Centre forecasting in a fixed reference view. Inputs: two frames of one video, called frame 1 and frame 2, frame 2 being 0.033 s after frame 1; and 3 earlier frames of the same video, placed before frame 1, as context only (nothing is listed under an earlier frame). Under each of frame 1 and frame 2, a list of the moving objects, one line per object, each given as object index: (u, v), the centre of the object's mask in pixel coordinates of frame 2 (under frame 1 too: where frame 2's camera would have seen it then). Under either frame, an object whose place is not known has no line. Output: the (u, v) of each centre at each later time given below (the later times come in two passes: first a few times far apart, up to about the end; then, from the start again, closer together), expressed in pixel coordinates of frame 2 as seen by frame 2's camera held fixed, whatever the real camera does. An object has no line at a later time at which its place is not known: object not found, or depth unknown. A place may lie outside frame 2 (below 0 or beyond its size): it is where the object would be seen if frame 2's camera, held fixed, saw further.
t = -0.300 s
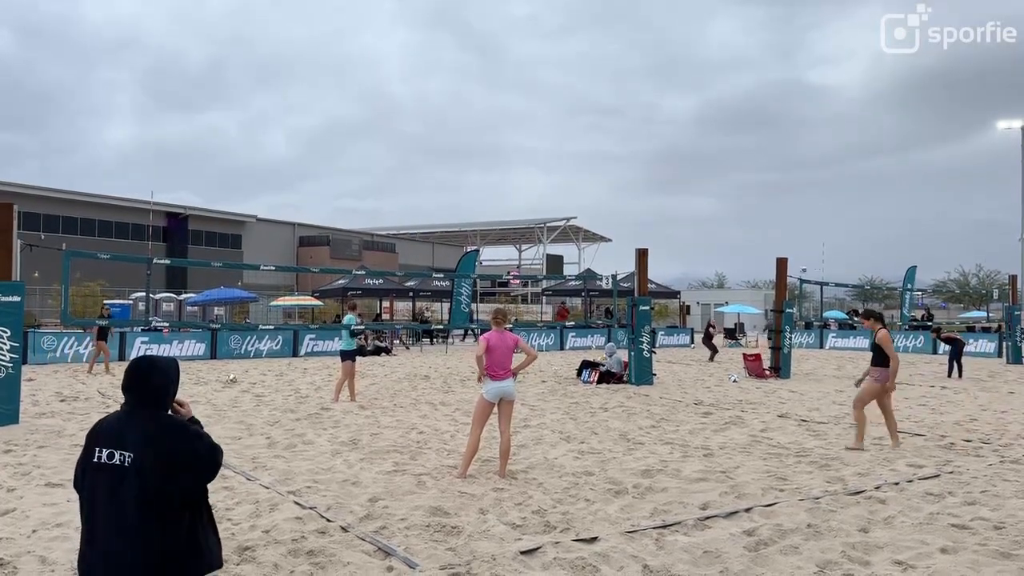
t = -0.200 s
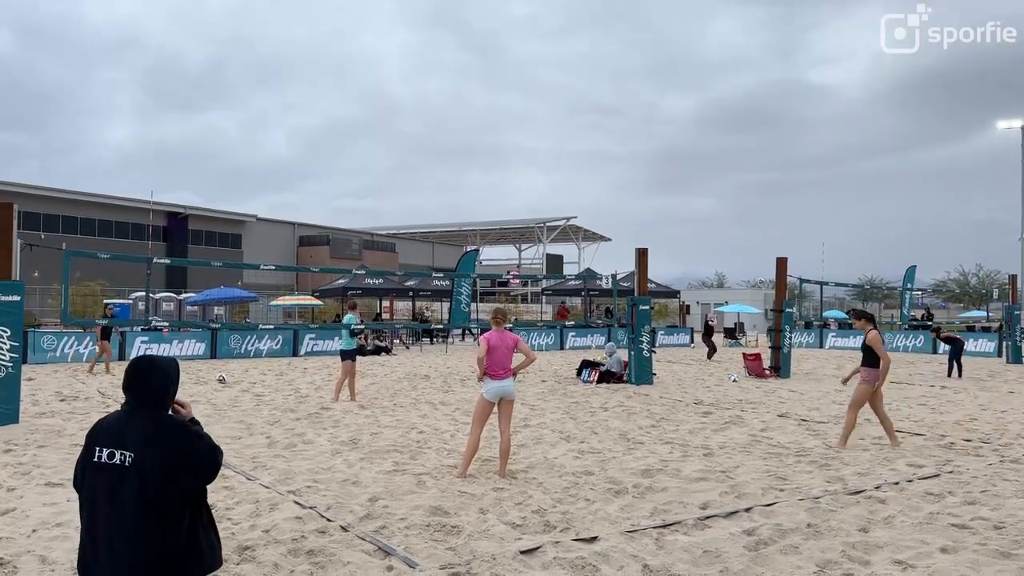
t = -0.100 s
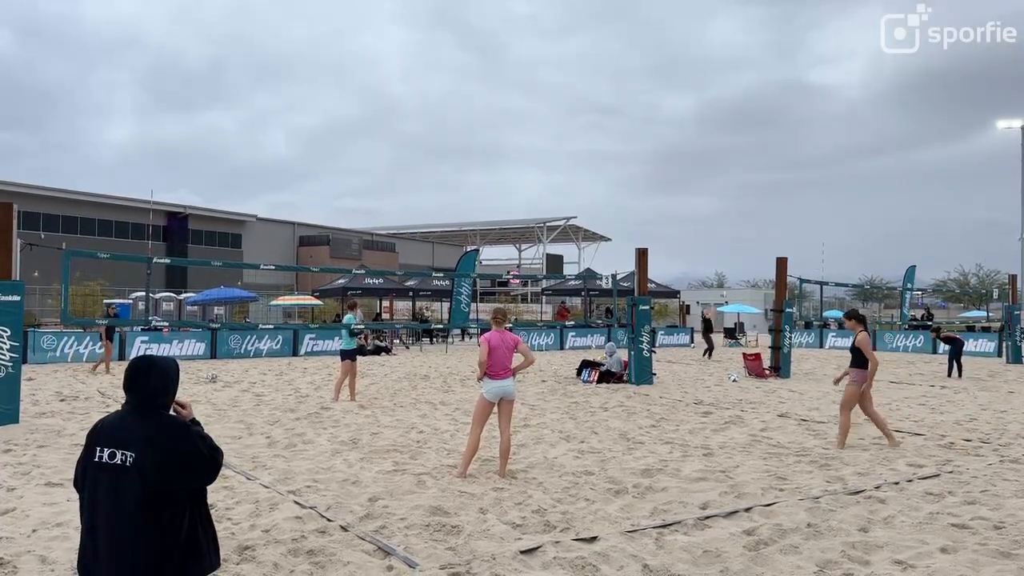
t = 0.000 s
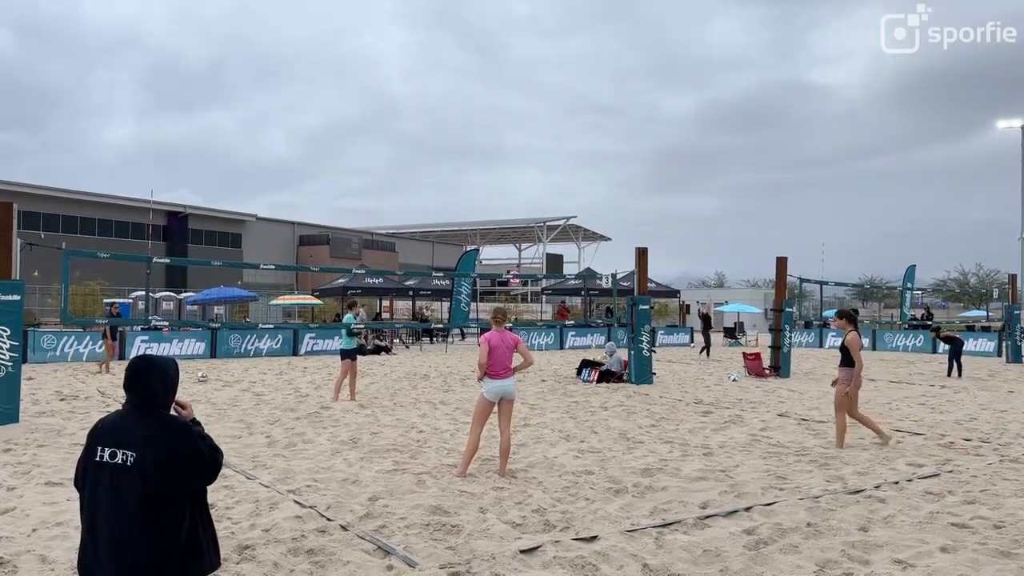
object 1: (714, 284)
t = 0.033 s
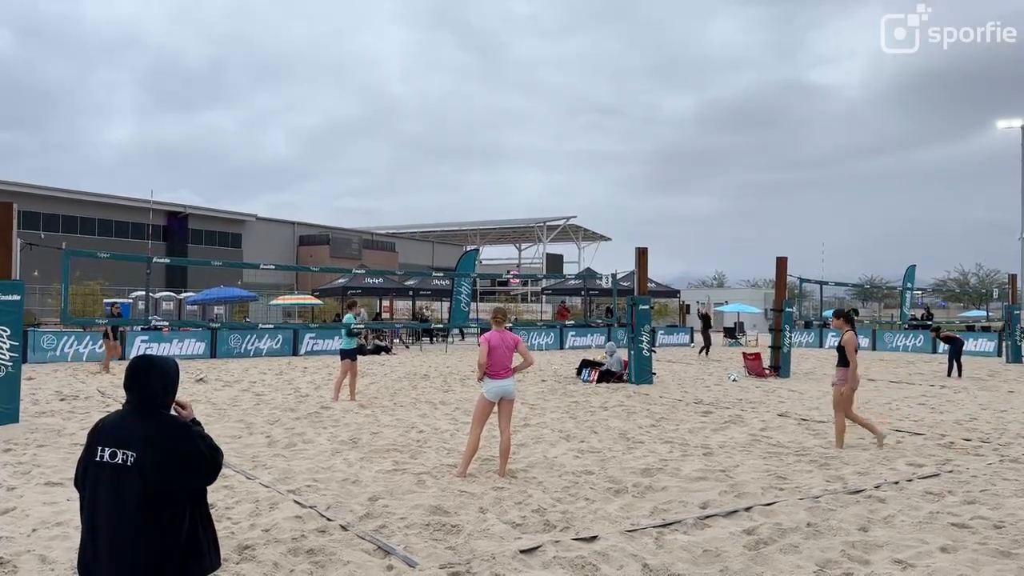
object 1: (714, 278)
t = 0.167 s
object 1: (720, 253)
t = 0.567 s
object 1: (735, 208)
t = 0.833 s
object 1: (747, 210)
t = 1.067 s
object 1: (760, 235)
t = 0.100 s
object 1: (717, 265)
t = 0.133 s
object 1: (718, 258)
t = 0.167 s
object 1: (720, 253)
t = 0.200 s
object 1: (721, 247)
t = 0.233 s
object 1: (722, 242)
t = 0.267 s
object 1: (723, 238)
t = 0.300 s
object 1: (725, 233)
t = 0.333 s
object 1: (726, 228)
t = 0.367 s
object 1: (727, 224)
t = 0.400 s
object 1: (728, 221)
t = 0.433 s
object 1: (730, 217)
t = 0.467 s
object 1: (731, 214)
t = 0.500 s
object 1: (732, 212)
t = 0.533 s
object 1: (734, 210)
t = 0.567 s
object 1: (735, 208)
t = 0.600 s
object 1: (737, 207)
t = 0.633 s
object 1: (738, 206)
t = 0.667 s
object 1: (740, 206)
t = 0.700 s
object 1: (741, 206)
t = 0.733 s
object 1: (743, 206)
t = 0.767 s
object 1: (744, 207)
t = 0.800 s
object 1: (746, 208)
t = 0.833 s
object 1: (747, 210)
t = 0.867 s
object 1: (749, 212)
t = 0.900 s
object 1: (751, 214)
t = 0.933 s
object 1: (752, 218)
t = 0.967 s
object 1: (754, 221)
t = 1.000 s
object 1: (756, 226)
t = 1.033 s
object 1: (758, 230)
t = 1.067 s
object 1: (760, 235)
